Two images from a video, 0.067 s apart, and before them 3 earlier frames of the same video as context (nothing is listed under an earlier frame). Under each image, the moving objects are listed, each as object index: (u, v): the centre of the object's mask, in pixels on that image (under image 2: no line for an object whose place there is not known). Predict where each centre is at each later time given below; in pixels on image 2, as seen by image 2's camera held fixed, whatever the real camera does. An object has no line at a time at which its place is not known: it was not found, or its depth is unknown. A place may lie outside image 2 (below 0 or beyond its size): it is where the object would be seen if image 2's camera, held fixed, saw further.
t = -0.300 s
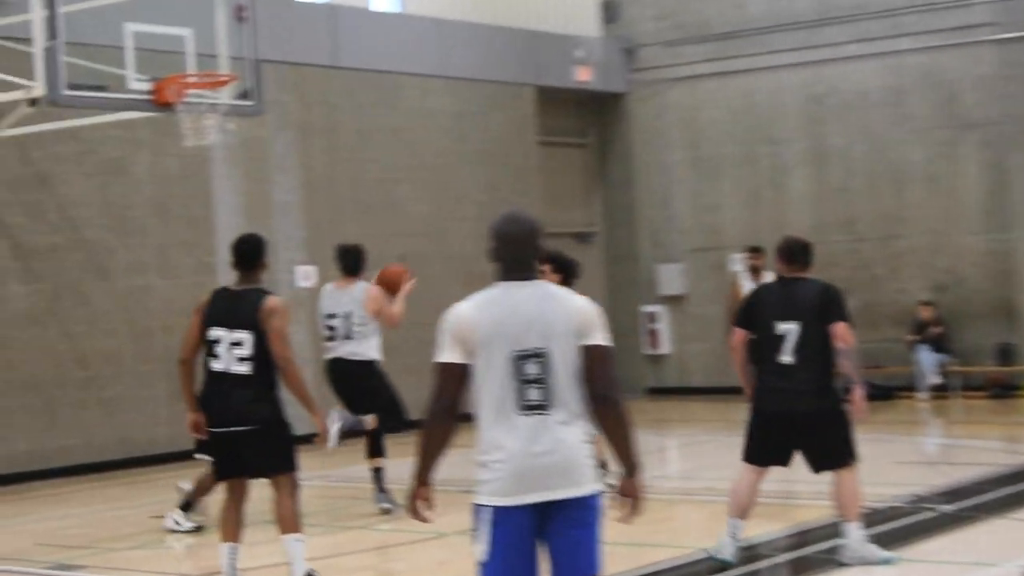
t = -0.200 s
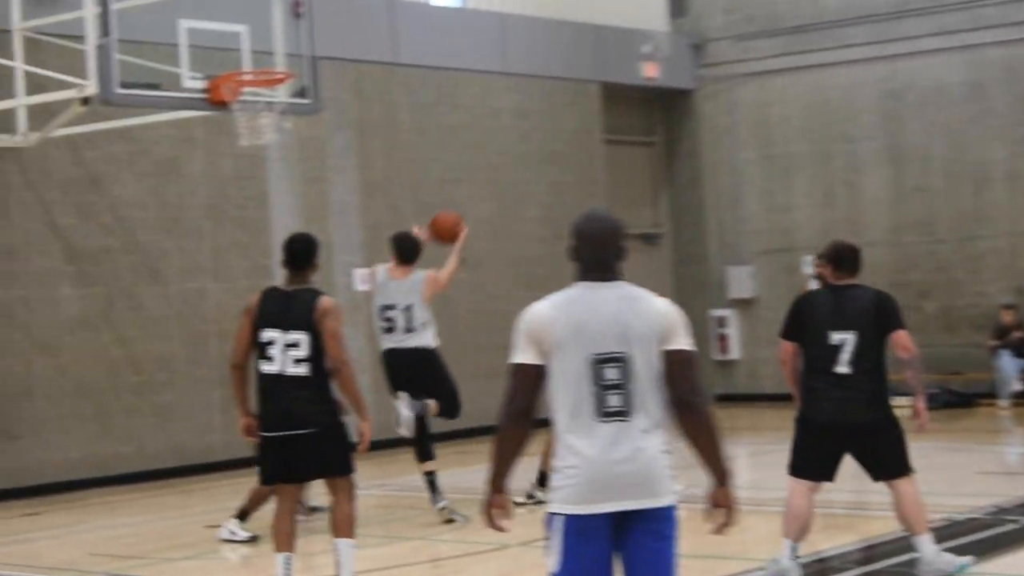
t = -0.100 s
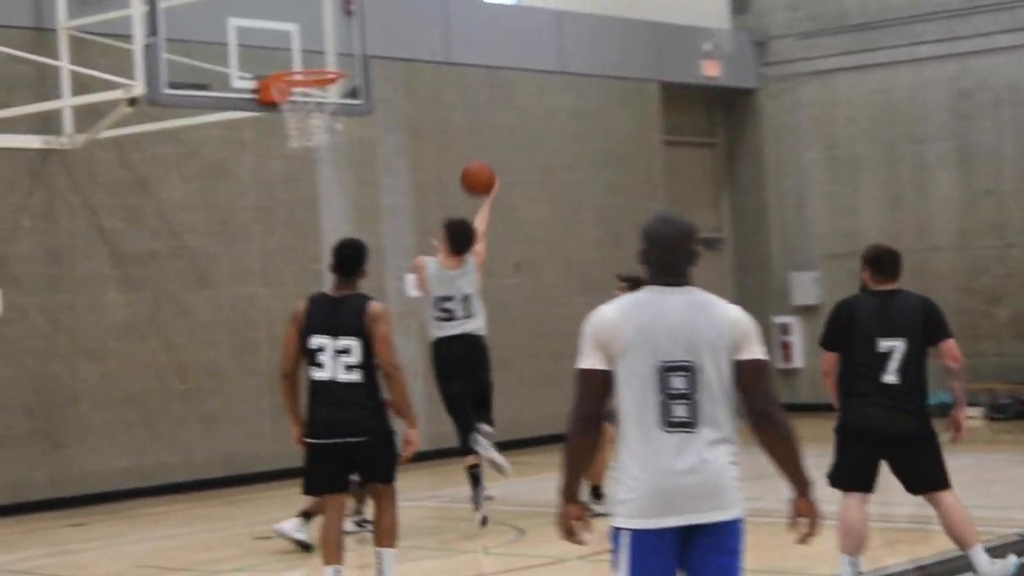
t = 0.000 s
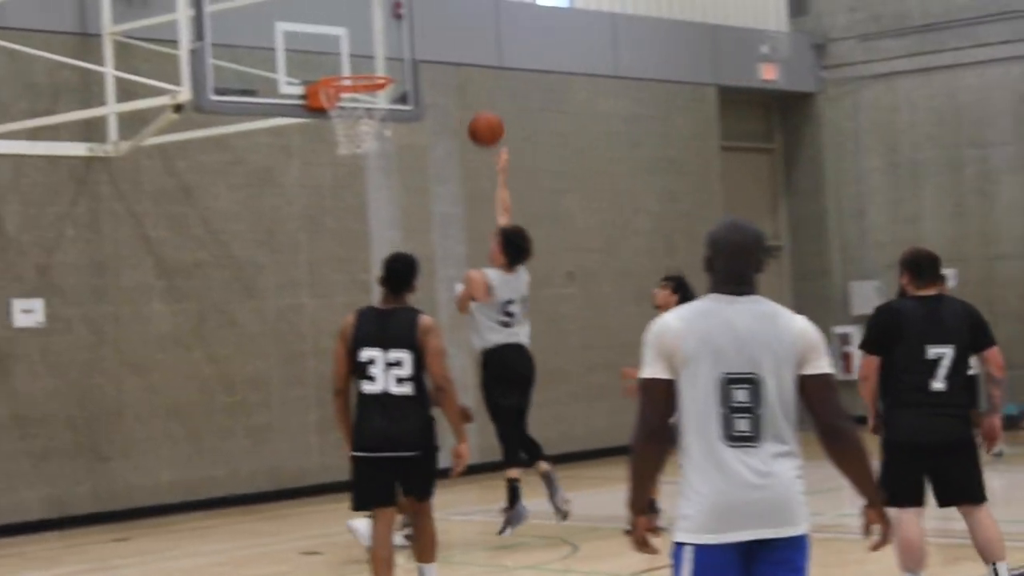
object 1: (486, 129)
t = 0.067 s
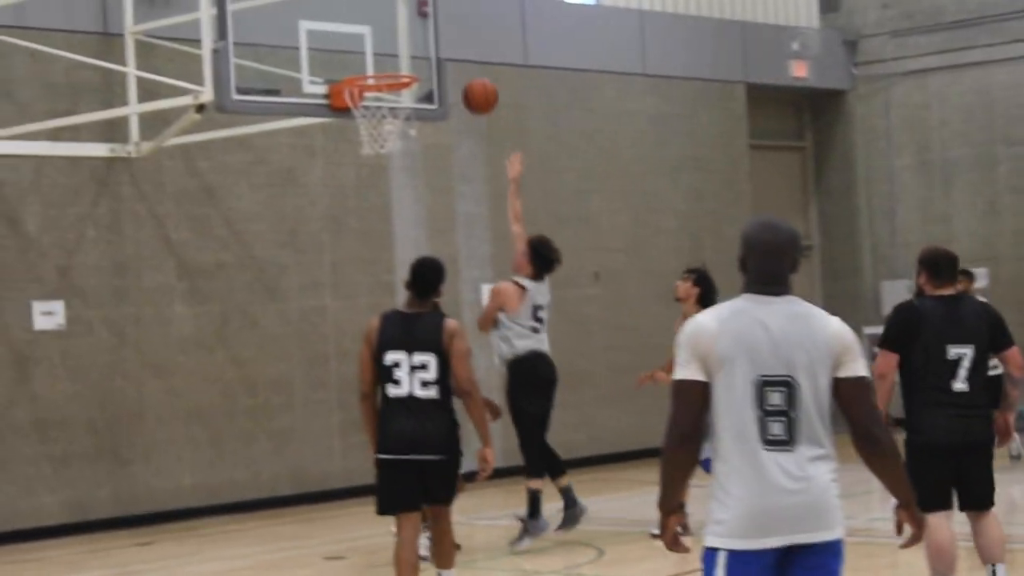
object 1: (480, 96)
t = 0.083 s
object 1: (473, 90)
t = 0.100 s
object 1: (465, 84)
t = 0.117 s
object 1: (458, 78)
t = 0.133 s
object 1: (450, 72)
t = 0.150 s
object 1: (441, 67)
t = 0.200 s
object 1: (418, 53)
